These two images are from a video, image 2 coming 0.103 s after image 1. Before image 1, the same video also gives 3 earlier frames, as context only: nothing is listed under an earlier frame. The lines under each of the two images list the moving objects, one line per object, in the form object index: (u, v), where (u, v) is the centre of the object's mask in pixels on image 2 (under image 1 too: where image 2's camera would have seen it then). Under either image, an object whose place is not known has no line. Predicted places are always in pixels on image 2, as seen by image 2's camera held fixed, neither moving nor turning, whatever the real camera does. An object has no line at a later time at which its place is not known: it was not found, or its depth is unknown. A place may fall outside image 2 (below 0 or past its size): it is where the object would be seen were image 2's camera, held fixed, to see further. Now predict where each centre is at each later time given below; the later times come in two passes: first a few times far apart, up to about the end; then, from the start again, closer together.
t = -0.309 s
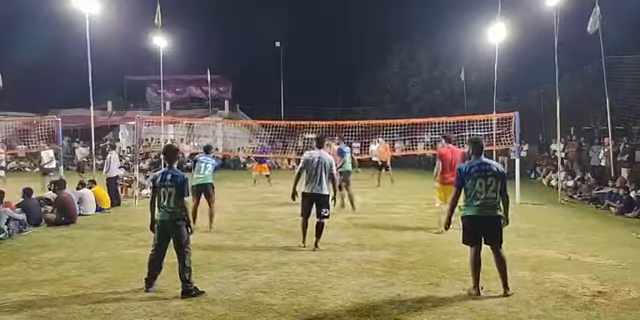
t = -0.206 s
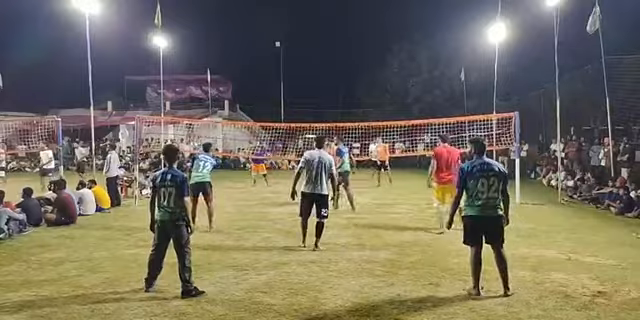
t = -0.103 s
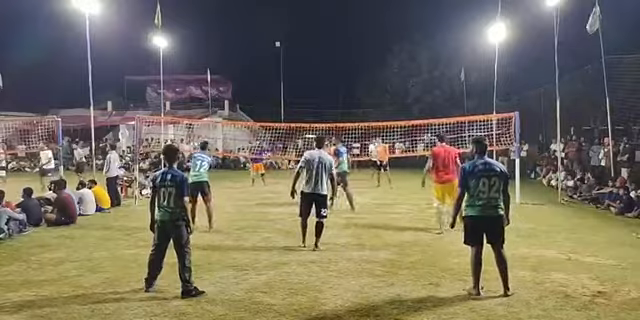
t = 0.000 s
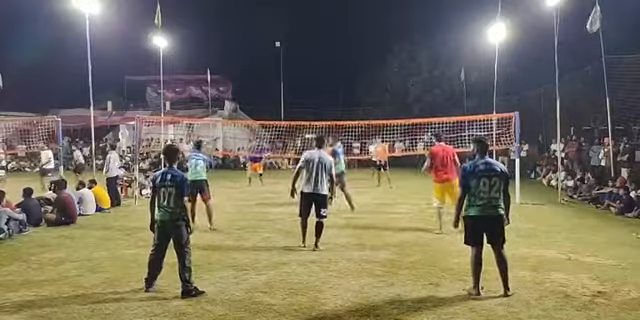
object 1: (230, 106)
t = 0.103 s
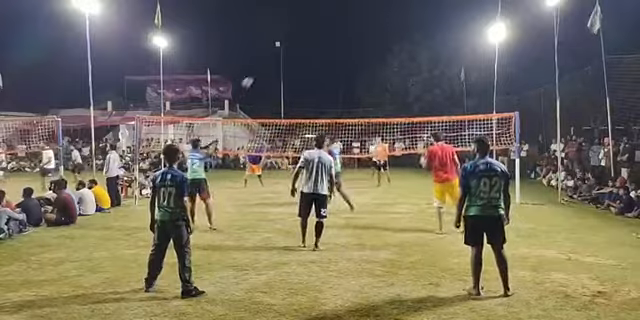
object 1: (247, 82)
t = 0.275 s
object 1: (273, 54)
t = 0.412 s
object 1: (290, 42)
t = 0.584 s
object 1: (310, 38)
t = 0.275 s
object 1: (273, 54)
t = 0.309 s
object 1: (278, 51)
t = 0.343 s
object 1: (281, 47)
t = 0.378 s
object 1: (286, 45)
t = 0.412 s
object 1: (290, 42)
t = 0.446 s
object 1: (294, 41)
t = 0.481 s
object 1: (298, 39)
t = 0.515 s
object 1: (302, 38)
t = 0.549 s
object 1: (306, 38)
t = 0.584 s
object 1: (310, 38)
